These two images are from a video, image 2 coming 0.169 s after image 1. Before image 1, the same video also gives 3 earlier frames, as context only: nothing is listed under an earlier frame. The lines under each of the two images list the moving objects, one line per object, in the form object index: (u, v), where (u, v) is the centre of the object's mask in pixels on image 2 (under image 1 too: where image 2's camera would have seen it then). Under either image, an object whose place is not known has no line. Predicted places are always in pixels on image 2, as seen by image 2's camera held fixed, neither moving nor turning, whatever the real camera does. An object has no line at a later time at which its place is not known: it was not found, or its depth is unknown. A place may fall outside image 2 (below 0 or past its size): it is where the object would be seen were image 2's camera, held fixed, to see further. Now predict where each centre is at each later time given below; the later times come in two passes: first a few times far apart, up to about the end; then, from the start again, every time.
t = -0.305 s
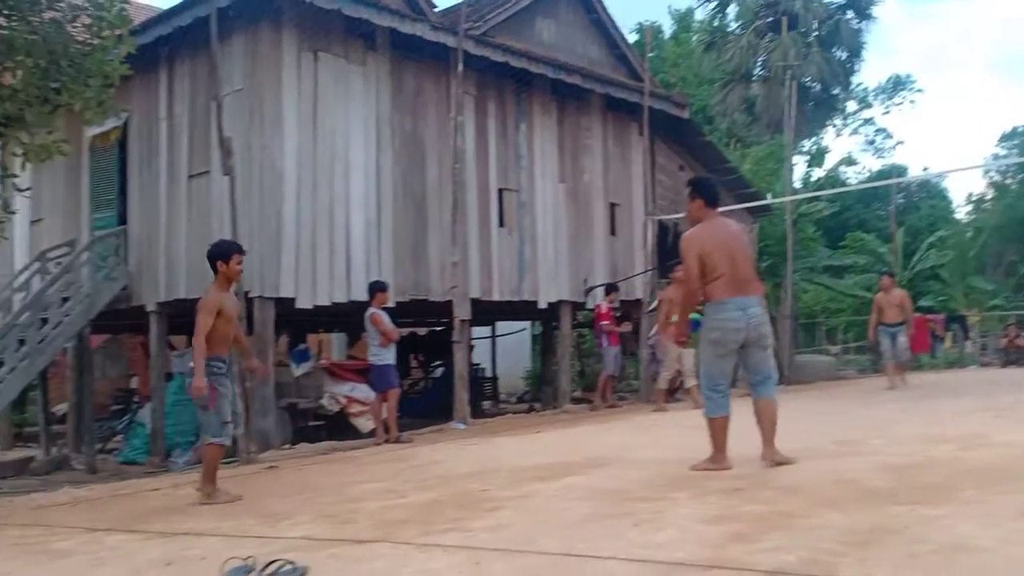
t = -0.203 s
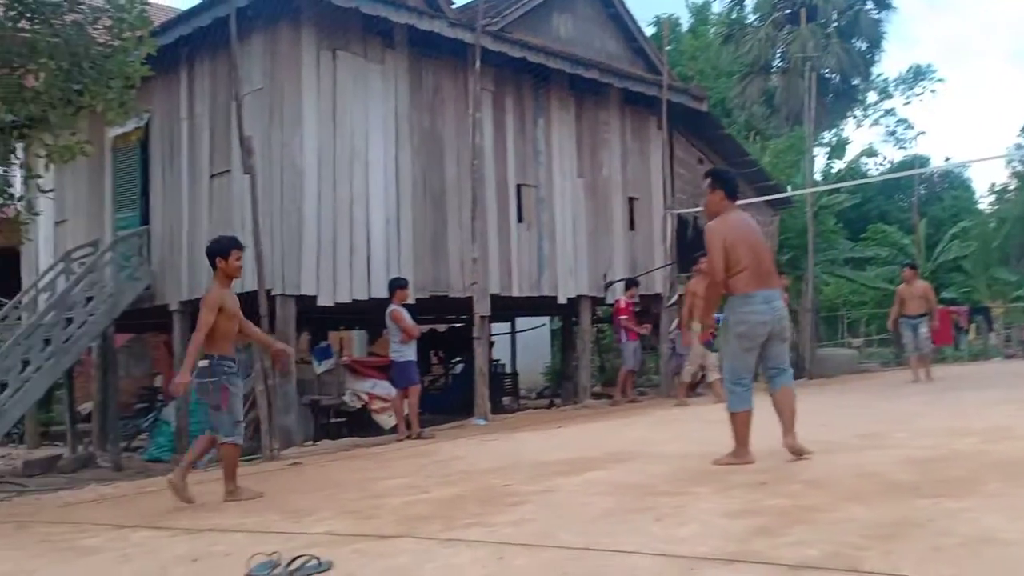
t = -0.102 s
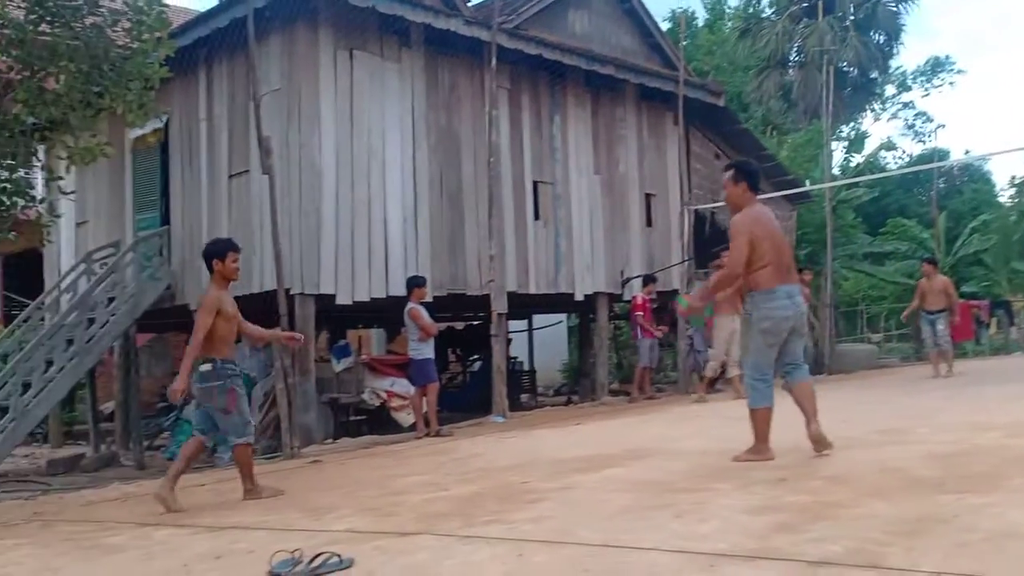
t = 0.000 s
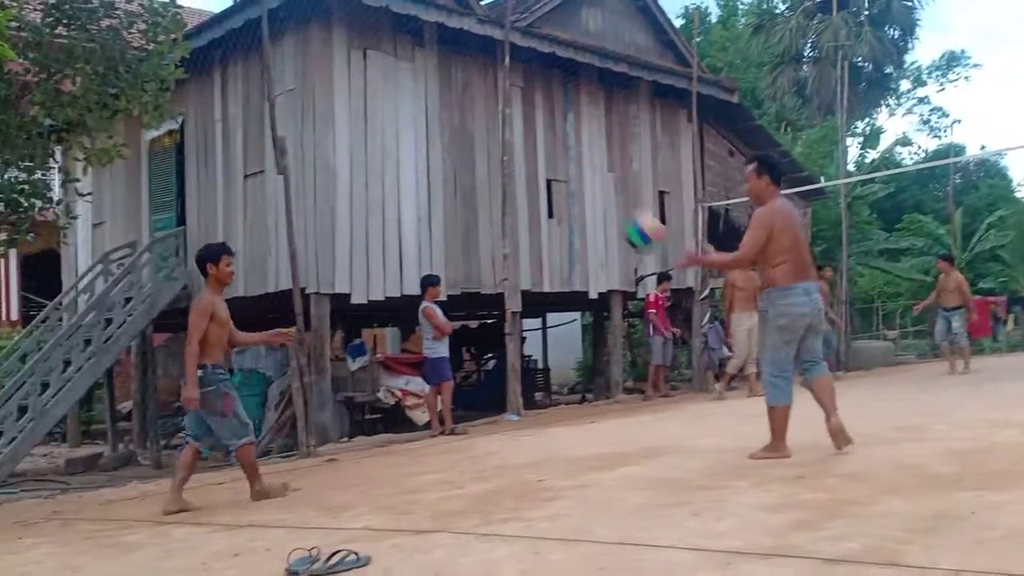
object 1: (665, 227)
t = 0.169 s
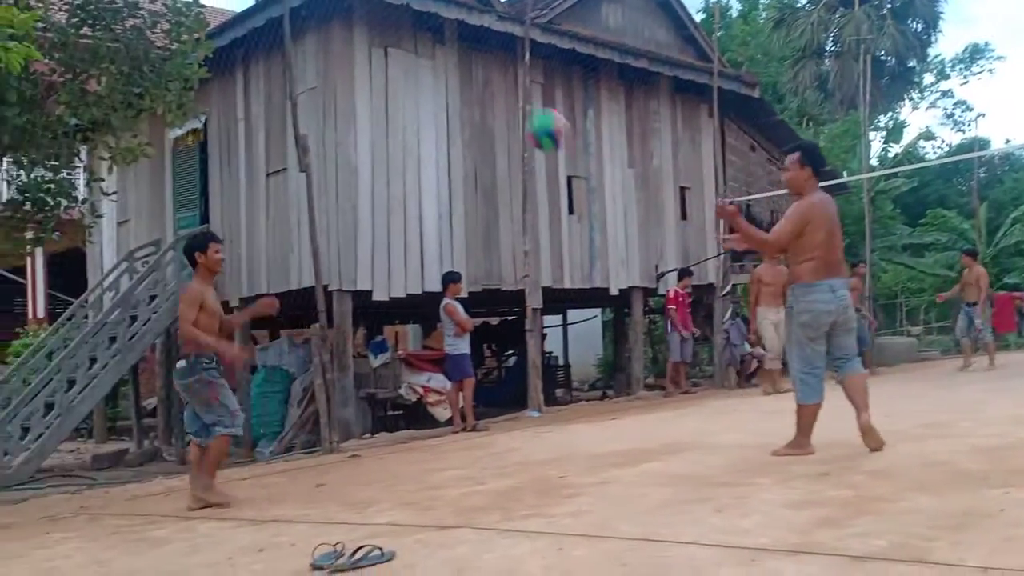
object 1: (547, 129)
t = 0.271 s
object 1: (473, 89)
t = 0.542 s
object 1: (273, 76)
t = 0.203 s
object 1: (523, 114)
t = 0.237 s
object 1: (498, 101)
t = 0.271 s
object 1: (473, 89)
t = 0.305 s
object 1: (448, 82)
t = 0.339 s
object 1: (425, 76)
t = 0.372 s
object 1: (399, 71)
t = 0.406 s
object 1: (372, 68)
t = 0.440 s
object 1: (352, 67)
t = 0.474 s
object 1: (323, 68)
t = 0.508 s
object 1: (298, 70)
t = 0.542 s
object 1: (273, 76)
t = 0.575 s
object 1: (246, 84)
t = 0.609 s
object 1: (220, 95)
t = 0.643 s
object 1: (191, 107)
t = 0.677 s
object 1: (164, 121)
